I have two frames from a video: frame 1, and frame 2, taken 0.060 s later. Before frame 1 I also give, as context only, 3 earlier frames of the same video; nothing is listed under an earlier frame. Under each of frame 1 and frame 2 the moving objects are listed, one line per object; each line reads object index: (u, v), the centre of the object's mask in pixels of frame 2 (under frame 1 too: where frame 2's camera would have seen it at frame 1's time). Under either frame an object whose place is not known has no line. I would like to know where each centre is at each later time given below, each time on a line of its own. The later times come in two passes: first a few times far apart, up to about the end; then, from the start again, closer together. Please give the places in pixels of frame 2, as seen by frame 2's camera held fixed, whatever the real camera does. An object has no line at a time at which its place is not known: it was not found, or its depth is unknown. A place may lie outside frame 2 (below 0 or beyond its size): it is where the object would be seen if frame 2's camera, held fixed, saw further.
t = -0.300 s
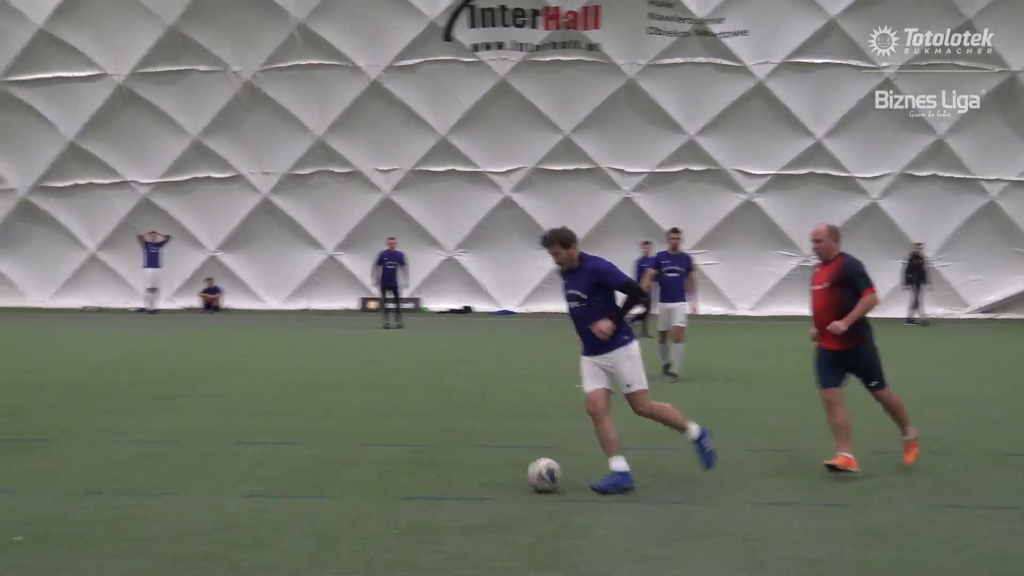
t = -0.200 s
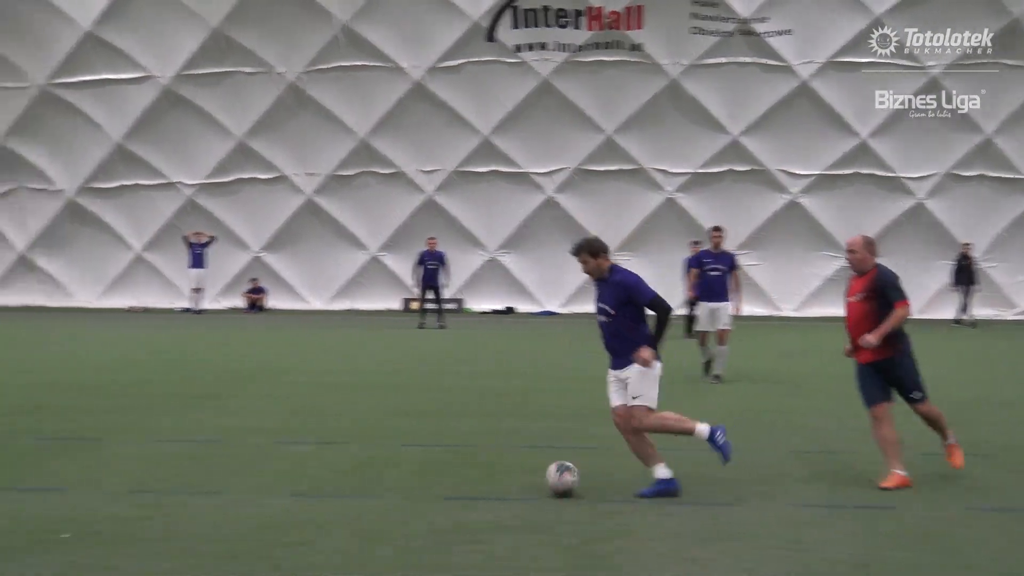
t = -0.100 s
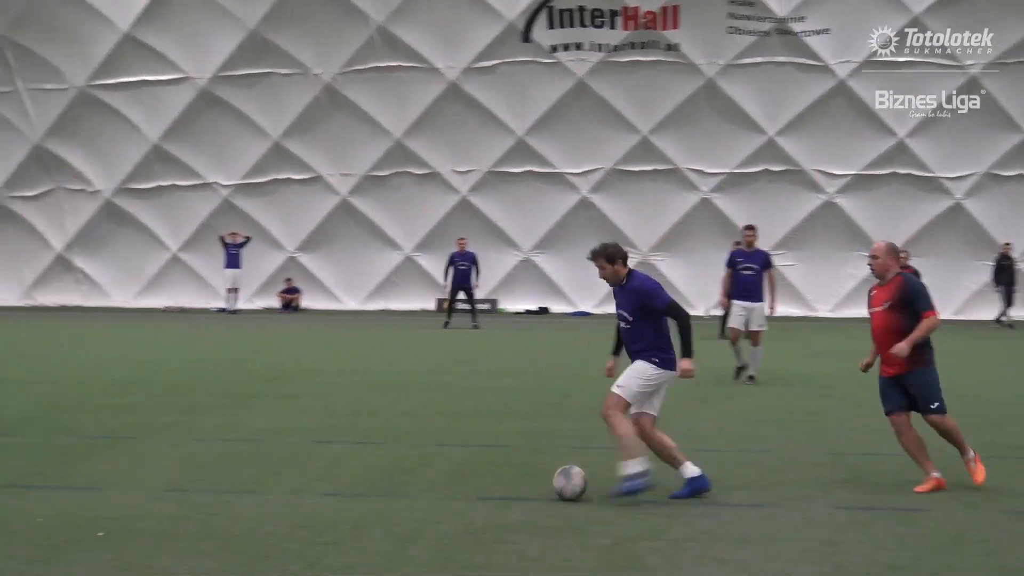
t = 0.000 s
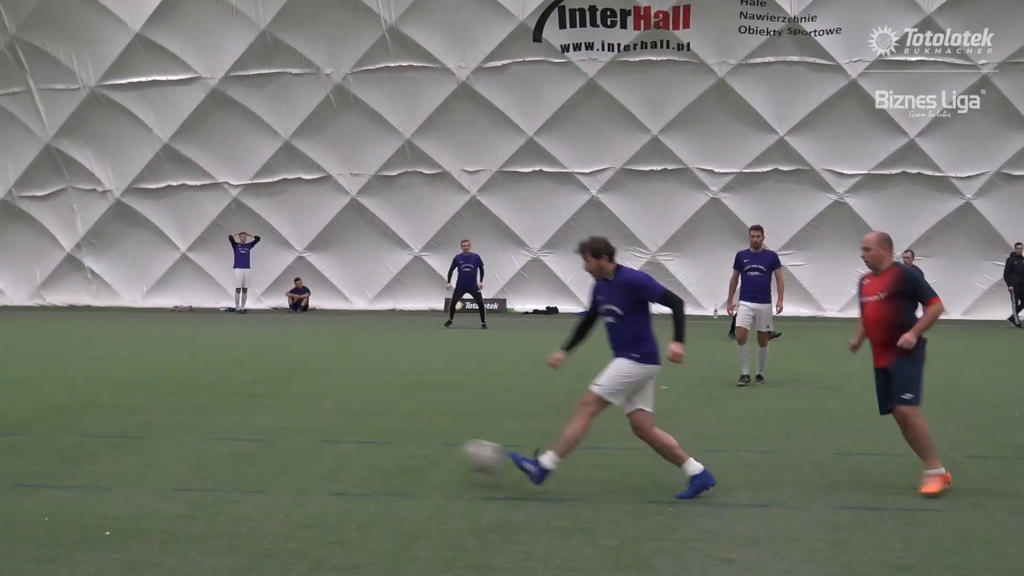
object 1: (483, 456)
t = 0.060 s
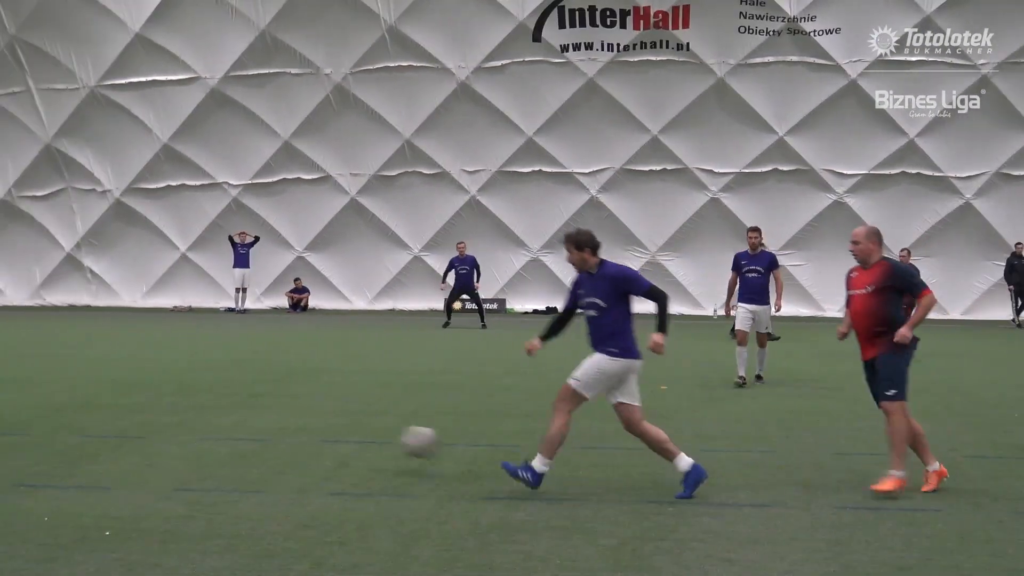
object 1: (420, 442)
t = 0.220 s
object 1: (283, 429)
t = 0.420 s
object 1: (178, 400)
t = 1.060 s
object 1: (7, 378)
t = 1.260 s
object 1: (-32, 365)
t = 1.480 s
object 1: (-66, 362)
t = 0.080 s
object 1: (400, 437)
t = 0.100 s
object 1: (383, 435)
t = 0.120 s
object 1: (364, 432)
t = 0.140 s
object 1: (347, 431)
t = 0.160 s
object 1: (328, 429)
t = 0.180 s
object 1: (312, 428)
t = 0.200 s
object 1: (298, 428)
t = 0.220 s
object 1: (283, 429)
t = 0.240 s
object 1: (268, 430)
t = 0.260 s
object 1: (257, 426)
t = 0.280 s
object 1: (246, 420)
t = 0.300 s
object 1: (235, 414)
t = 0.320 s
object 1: (225, 411)
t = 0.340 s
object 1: (214, 408)
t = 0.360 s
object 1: (205, 405)
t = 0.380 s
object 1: (196, 403)
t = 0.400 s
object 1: (187, 401)
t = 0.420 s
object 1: (178, 400)
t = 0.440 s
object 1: (170, 399)
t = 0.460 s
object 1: (161, 399)
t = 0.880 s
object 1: (42, 380)
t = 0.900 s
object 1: (38, 378)
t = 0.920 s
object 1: (34, 377)
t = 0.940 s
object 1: (31, 375)
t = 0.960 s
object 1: (27, 375)
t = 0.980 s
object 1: (24, 375)
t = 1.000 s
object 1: (18, 375)
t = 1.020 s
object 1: (14, 376)
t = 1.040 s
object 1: (10, 376)
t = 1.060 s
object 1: (7, 378)
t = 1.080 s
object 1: (3, 377)
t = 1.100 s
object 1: (-3, 374)
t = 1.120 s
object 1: (-6, 371)
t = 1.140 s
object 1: (-9, 369)
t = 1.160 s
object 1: (-13, 368)
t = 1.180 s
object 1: (-18, 366)
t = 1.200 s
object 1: (-22, 366)
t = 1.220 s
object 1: (-25, 365)
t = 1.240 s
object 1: (-28, 365)
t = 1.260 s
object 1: (-32, 365)
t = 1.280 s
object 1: (-35, 366)
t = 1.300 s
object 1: (-39, 367)
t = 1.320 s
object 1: (-43, 367)
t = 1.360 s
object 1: (-49, 364)
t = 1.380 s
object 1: (-53, 362)
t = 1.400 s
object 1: (-56, 362)
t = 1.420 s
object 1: (-58, 361)
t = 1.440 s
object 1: (-60, 361)
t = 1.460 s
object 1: (-63, 362)
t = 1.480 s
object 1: (-66, 362)
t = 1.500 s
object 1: (-69, 361)
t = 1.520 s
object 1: (-71, 360)
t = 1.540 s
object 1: (-74, 358)
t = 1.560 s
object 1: (-76, 357)
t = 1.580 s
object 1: (-79, 357)
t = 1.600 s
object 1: (-81, 357)
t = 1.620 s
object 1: (-84, 357)
